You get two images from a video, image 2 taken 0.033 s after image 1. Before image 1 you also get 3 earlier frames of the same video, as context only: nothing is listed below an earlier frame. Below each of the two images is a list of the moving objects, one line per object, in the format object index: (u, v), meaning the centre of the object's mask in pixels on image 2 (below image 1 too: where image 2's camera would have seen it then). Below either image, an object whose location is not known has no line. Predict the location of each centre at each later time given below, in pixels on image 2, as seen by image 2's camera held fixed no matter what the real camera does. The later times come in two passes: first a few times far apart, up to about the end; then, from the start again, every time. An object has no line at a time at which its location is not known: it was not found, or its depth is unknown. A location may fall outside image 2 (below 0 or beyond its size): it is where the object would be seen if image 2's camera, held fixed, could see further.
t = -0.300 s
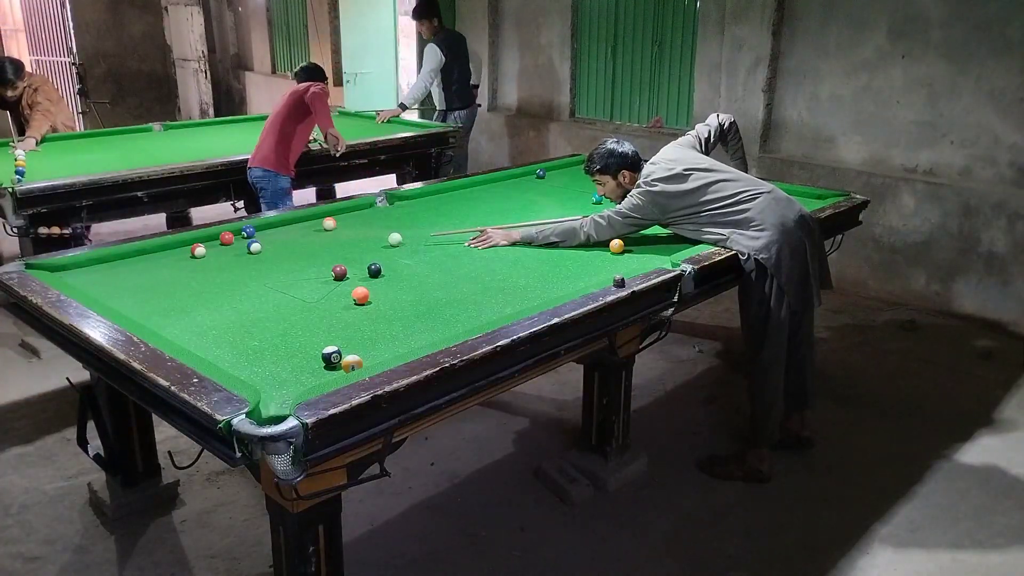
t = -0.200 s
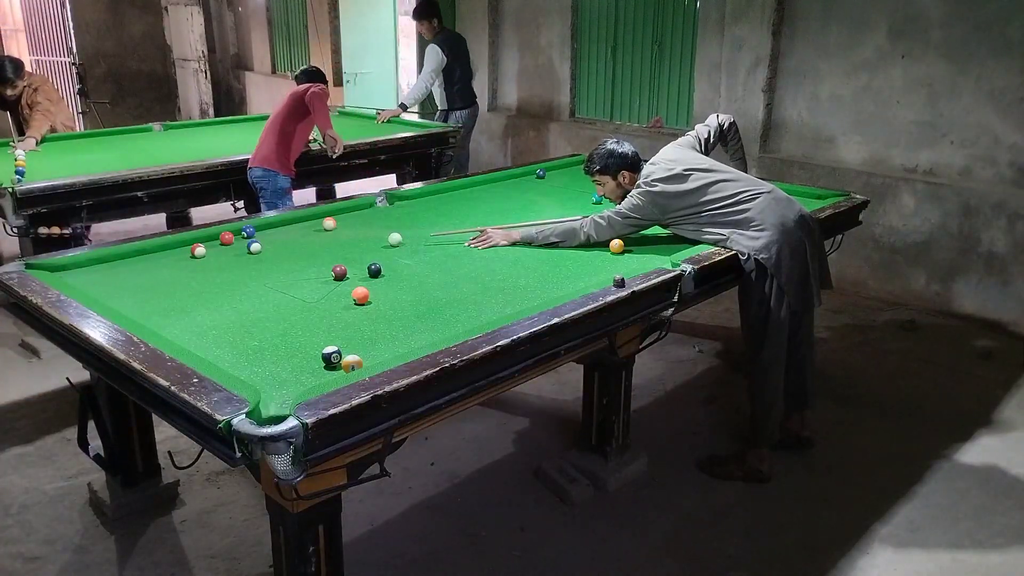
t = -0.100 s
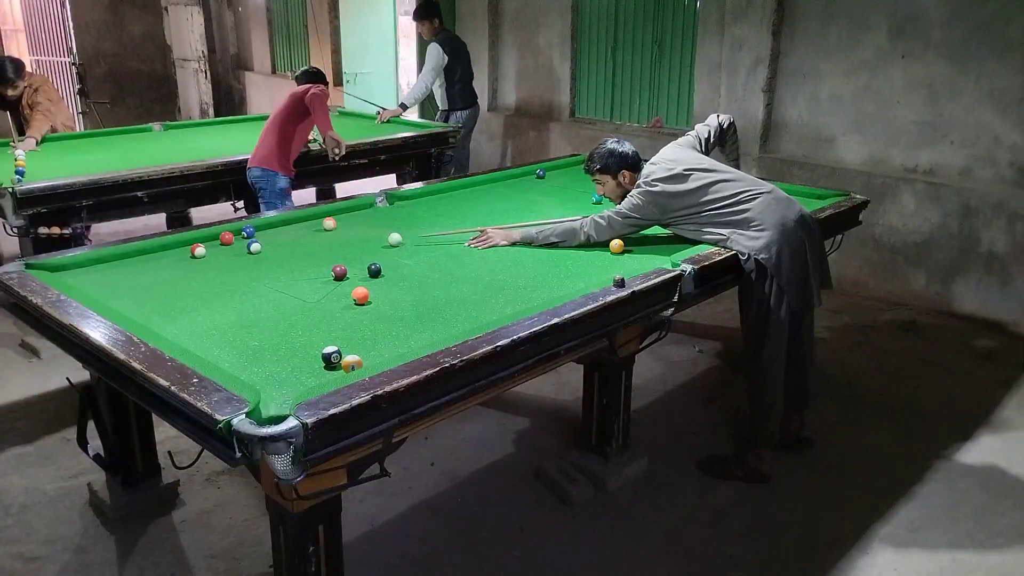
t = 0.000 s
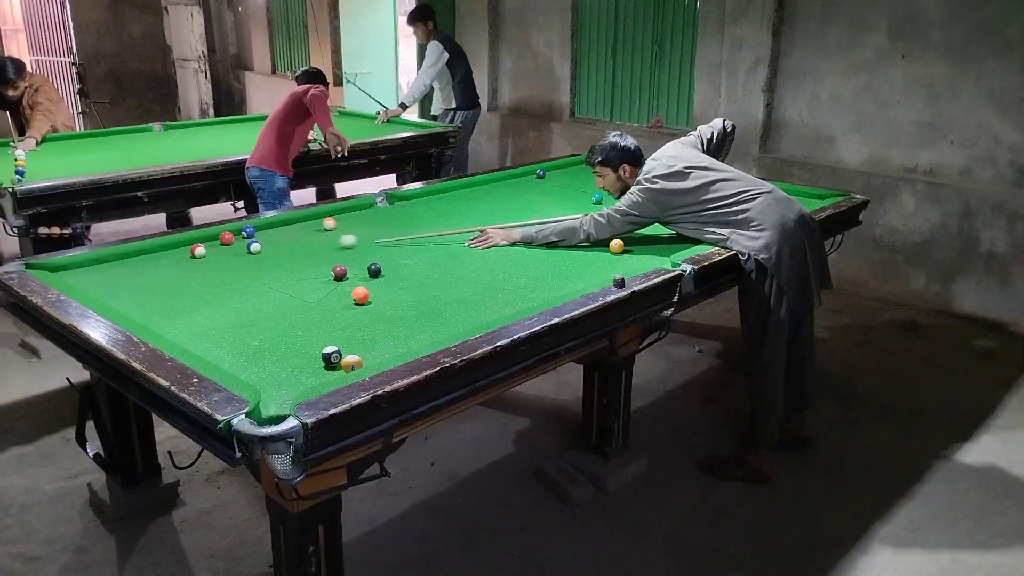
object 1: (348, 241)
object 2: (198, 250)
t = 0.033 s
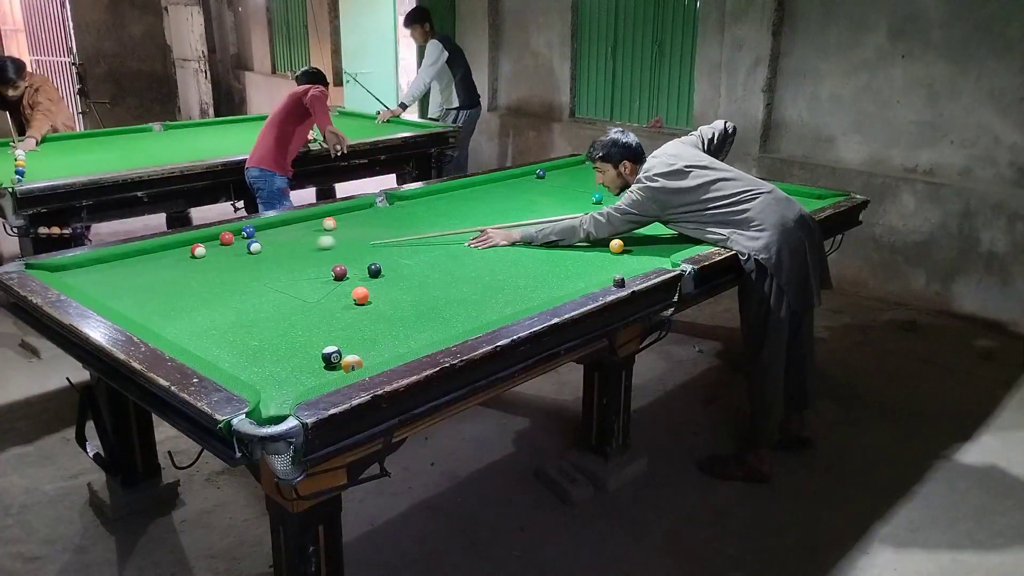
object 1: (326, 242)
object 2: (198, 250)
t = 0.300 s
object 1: (245, 244)
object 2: (174, 252)
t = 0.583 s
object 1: (211, 242)
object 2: (126, 255)
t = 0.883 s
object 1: (197, 241)
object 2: (116, 263)
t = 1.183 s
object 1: (199, 242)
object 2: (112, 265)
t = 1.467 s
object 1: (199, 243)
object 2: (112, 265)
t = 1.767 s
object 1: (199, 243)
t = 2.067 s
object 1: (199, 243)
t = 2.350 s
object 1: (199, 243)
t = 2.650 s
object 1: (199, 243)
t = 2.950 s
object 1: (198, 243)
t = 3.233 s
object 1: (198, 243)
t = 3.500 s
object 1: (198, 243)
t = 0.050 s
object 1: (315, 243)
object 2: (198, 250)
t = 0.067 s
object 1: (304, 243)
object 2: (198, 251)
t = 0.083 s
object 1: (292, 244)
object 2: (198, 251)
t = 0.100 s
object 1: (281, 244)
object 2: (198, 250)
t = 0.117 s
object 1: (270, 245)
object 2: (198, 251)
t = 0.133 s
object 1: (268, 245)
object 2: (198, 251)
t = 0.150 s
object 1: (267, 245)
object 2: (198, 251)
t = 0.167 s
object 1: (264, 245)
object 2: (198, 251)
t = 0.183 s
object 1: (262, 245)
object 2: (198, 251)
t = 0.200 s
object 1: (259, 245)
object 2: (198, 250)
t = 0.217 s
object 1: (257, 245)
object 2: (194, 251)
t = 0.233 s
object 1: (255, 244)
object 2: (190, 251)
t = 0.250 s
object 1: (252, 244)
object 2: (186, 251)
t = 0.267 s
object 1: (250, 244)
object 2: (182, 251)
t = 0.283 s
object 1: (247, 244)
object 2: (178, 252)
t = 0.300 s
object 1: (245, 244)
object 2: (174, 252)
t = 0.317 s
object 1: (243, 244)
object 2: (171, 252)
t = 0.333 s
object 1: (241, 244)
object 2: (168, 252)
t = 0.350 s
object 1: (238, 244)
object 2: (164, 252)
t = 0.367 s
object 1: (236, 243)
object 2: (161, 253)
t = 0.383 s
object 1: (234, 243)
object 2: (157, 253)
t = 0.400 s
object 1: (232, 243)
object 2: (154, 253)
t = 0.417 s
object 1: (230, 243)
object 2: (151, 253)
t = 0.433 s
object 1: (228, 243)
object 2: (148, 253)
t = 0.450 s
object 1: (226, 243)
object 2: (144, 253)
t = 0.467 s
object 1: (224, 242)
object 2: (141, 253)
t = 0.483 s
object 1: (222, 242)
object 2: (138, 253)
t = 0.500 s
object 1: (220, 242)
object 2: (135, 253)
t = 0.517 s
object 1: (218, 242)
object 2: (131, 254)
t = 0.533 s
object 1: (216, 242)
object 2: (128, 254)
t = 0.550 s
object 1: (214, 242)
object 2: (127, 254)
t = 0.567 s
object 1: (213, 242)
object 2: (126, 255)
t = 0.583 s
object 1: (211, 242)
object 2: (126, 255)
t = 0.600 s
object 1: (209, 242)
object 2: (125, 256)
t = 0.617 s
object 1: (208, 242)
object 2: (124, 256)
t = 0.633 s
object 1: (206, 241)
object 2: (124, 257)
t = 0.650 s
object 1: (204, 241)
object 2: (123, 257)
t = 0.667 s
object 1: (203, 241)
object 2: (122, 258)
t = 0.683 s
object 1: (201, 241)
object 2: (122, 258)
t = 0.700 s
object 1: (200, 241)
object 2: (121, 259)
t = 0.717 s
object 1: (198, 241)
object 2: (120, 259)
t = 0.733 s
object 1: (197, 240)
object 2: (120, 259)
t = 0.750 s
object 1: (196, 240)
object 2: (119, 260)
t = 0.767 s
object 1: (196, 240)
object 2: (119, 260)
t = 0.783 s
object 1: (196, 240)
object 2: (118, 260)
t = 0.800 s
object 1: (196, 240)
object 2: (118, 261)
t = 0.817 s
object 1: (196, 240)
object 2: (118, 261)
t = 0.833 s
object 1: (196, 241)
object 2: (117, 262)
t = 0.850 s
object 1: (196, 241)
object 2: (117, 262)
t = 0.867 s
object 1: (196, 241)
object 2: (117, 262)
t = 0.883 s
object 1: (197, 241)
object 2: (116, 263)
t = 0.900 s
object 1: (197, 241)
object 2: (116, 263)
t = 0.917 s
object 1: (197, 241)
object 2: (115, 263)
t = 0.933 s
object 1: (197, 241)
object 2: (115, 263)
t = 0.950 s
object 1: (197, 241)
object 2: (115, 264)
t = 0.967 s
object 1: (198, 242)
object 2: (114, 264)
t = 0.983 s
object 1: (198, 242)
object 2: (114, 264)
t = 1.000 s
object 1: (198, 242)
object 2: (114, 264)
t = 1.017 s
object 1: (198, 242)
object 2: (113, 264)
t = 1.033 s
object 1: (199, 242)
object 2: (113, 264)
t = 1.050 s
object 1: (199, 242)
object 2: (113, 265)
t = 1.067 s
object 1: (199, 242)
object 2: (113, 265)
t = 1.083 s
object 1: (199, 242)
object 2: (113, 265)
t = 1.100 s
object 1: (199, 242)
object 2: (113, 265)
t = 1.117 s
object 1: (199, 242)
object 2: (112, 265)
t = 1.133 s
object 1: (199, 242)
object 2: (112, 265)
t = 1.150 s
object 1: (199, 242)
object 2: (112, 265)
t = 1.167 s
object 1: (199, 242)
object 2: (112, 265)
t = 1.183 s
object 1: (199, 242)
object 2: (112, 265)
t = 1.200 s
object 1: (199, 242)
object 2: (112, 265)
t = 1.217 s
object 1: (199, 243)
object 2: (112, 265)
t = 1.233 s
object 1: (199, 243)
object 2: (112, 266)
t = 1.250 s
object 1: (198, 243)
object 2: (112, 266)
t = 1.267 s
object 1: (198, 243)
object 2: (112, 266)
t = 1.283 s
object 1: (198, 243)
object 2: (112, 266)
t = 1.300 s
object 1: (198, 243)
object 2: (112, 266)
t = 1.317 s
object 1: (198, 243)
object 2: (112, 266)
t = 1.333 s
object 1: (198, 243)
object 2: (112, 266)
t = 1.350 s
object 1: (198, 243)
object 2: (112, 266)
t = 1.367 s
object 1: (198, 243)
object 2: (112, 265)
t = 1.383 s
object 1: (199, 243)
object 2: (112, 266)
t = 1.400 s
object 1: (199, 243)
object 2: (112, 265)
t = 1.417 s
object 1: (199, 243)
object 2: (112, 265)
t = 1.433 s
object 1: (199, 243)
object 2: (112, 265)
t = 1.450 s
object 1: (199, 243)
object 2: (112, 265)
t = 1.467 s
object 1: (199, 243)
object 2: (112, 265)
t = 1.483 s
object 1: (199, 243)
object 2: (112, 265)
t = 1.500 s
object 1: (199, 243)
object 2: (112, 266)
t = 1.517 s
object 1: (199, 243)
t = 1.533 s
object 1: (199, 243)
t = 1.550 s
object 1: (199, 243)
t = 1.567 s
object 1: (199, 243)
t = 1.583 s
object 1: (199, 243)
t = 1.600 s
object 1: (199, 243)
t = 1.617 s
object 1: (199, 243)
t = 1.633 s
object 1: (199, 243)
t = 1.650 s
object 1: (199, 243)
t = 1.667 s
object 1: (199, 243)
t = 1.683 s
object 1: (199, 243)
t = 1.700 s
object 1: (199, 243)
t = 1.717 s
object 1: (199, 243)
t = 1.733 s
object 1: (199, 243)
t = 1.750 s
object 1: (198, 243)
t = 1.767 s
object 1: (199, 243)
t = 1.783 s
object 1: (199, 243)
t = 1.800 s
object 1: (199, 243)
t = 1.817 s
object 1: (199, 243)
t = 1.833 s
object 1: (199, 243)
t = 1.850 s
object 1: (199, 243)
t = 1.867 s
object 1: (199, 243)
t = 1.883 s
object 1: (199, 243)
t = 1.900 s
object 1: (199, 243)
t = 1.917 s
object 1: (199, 243)
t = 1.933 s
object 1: (199, 243)
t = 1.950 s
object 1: (199, 243)
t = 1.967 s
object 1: (199, 243)
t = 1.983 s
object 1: (199, 243)
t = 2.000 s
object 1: (199, 243)
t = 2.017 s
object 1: (199, 243)
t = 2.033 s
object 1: (199, 243)
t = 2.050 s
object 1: (199, 243)
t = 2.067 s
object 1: (199, 243)
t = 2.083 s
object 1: (199, 243)
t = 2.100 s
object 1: (199, 243)
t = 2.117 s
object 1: (199, 243)
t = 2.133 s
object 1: (199, 243)
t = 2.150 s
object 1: (199, 243)
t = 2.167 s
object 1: (199, 243)
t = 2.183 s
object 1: (199, 243)
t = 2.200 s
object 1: (199, 243)
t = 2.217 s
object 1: (199, 243)
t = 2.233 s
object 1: (199, 243)
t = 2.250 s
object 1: (199, 243)
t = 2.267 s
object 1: (199, 243)
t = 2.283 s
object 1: (198, 243)
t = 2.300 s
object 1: (199, 243)
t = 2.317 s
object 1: (199, 243)
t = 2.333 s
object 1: (199, 243)
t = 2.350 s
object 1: (199, 243)
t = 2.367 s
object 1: (199, 243)
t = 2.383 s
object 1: (199, 243)
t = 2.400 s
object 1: (198, 243)
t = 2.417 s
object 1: (198, 243)
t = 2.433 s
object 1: (199, 243)
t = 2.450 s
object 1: (199, 243)
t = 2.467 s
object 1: (199, 243)
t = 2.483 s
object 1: (199, 243)
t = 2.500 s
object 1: (199, 243)
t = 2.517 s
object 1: (199, 243)
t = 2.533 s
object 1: (199, 243)
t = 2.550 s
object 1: (199, 243)
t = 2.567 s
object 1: (199, 243)
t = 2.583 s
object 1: (199, 243)
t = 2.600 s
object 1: (199, 243)
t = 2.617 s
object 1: (199, 243)
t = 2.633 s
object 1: (199, 243)
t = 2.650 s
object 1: (199, 243)
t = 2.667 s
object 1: (199, 243)
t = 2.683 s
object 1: (199, 243)
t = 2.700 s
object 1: (199, 243)
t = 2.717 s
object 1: (199, 243)
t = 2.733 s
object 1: (198, 243)
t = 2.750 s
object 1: (198, 243)
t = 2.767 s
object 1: (198, 243)
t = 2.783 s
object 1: (198, 243)
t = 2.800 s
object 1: (198, 243)
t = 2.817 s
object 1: (198, 243)
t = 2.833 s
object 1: (198, 243)
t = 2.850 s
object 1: (198, 243)
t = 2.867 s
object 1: (198, 243)
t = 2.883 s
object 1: (198, 243)
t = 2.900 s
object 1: (198, 243)
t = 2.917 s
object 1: (198, 243)
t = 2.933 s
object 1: (198, 243)
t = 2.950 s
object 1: (198, 243)
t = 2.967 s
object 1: (198, 243)
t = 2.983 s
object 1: (198, 243)
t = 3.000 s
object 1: (198, 243)
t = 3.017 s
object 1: (198, 243)
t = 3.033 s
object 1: (198, 243)
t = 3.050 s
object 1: (198, 243)
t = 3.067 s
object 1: (198, 243)
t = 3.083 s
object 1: (198, 243)
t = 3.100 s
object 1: (198, 243)
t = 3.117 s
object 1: (198, 243)
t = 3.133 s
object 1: (198, 243)
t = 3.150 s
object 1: (198, 243)
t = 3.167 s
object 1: (198, 243)
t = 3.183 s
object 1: (198, 243)
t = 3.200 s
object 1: (198, 243)
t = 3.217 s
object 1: (198, 243)
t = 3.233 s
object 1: (198, 243)
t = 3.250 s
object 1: (198, 243)
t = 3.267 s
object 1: (198, 243)
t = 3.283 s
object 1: (198, 243)
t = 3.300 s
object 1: (198, 243)
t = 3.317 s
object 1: (198, 243)
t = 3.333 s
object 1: (198, 243)
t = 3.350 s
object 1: (198, 243)
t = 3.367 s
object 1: (198, 243)
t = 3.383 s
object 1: (198, 243)
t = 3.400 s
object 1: (198, 243)
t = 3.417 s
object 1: (198, 243)
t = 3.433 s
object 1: (198, 243)
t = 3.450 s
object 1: (198, 243)
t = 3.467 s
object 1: (198, 243)
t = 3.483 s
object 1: (198, 243)
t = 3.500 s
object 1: (198, 243)
